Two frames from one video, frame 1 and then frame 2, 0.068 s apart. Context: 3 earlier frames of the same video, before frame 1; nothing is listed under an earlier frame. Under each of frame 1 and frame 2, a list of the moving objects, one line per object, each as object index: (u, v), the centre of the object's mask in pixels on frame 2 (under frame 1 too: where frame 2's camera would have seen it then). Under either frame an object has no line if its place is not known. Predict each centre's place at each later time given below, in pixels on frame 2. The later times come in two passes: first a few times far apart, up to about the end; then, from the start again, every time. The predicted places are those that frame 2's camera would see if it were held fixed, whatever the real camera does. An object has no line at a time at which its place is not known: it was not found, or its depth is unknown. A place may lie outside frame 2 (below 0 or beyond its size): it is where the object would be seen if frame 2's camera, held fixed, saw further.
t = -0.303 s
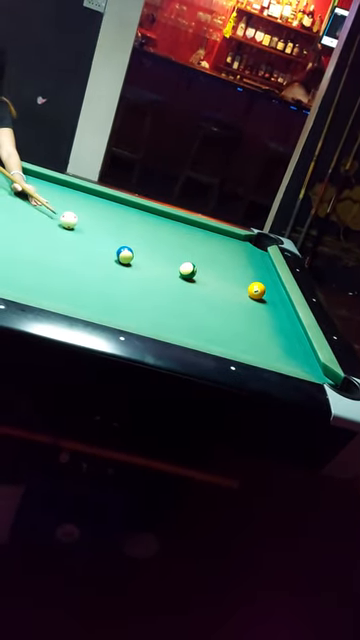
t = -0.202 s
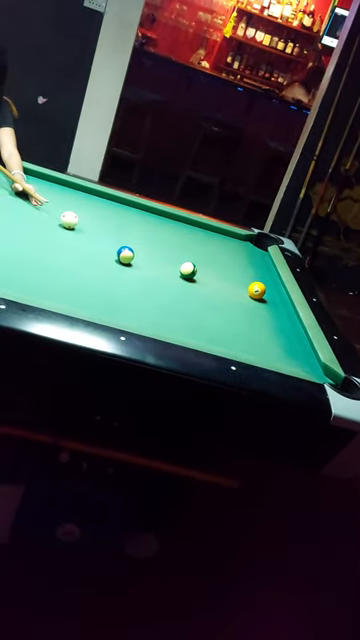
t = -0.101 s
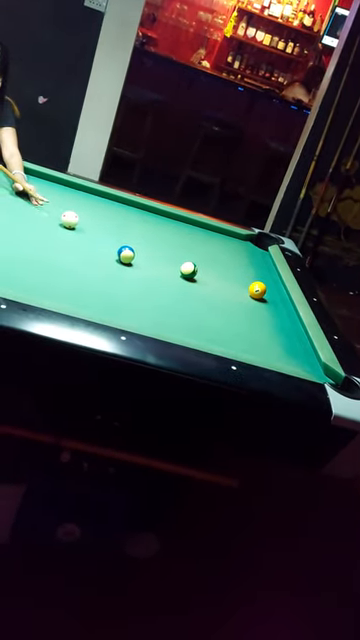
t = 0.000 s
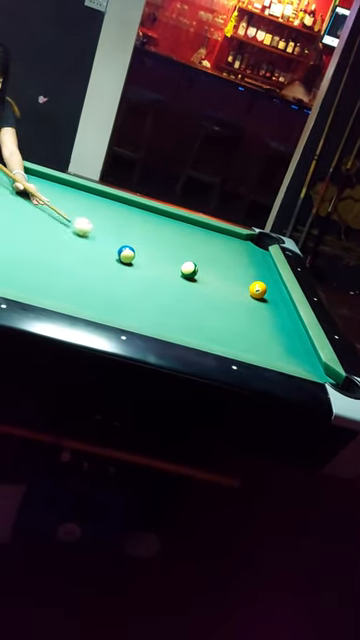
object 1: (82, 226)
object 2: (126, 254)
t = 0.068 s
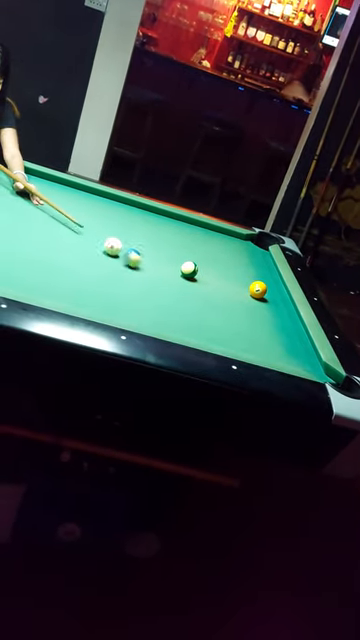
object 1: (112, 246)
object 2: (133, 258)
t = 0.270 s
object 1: (110, 247)
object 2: (246, 326)
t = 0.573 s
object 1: (108, 247)
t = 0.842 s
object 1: (107, 247)
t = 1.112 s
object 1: (109, 248)
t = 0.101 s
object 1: (112, 247)
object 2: (152, 270)
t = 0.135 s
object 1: (112, 247)
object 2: (171, 281)
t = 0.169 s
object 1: (111, 247)
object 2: (190, 292)
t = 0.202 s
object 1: (111, 247)
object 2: (209, 305)
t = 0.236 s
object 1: (110, 247)
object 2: (226, 315)
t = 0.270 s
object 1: (110, 247)
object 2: (246, 326)
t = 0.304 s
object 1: (110, 247)
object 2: (264, 336)
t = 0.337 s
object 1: (109, 247)
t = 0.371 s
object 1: (109, 247)
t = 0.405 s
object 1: (109, 247)
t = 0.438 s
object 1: (108, 247)
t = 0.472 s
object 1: (108, 247)
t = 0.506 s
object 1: (108, 247)
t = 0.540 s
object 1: (108, 247)
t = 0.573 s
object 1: (108, 247)
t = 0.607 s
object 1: (108, 247)
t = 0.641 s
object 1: (108, 247)
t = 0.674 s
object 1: (107, 247)
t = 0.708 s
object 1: (107, 247)
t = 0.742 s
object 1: (107, 247)
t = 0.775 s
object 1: (107, 247)
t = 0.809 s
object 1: (107, 247)
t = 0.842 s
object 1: (107, 247)
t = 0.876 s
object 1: (107, 247)
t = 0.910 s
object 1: (107, 248)
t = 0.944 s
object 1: (107, 247)
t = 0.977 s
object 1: (108, 248)
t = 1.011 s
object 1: (108, 248)
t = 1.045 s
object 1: (108, 248)
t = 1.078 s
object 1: (108, 248)
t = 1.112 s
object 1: (109, 248)
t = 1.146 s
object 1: (109, 248)
